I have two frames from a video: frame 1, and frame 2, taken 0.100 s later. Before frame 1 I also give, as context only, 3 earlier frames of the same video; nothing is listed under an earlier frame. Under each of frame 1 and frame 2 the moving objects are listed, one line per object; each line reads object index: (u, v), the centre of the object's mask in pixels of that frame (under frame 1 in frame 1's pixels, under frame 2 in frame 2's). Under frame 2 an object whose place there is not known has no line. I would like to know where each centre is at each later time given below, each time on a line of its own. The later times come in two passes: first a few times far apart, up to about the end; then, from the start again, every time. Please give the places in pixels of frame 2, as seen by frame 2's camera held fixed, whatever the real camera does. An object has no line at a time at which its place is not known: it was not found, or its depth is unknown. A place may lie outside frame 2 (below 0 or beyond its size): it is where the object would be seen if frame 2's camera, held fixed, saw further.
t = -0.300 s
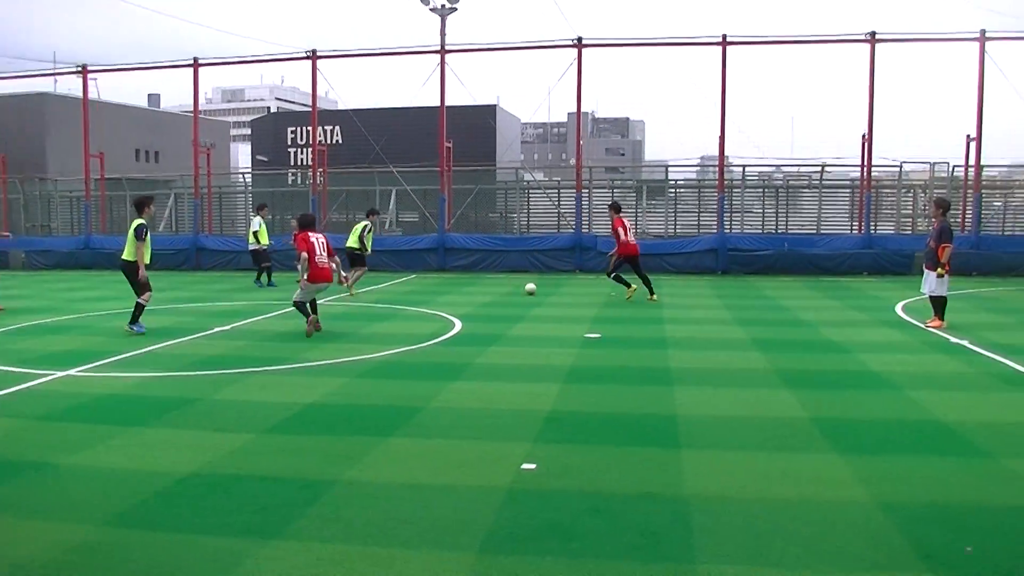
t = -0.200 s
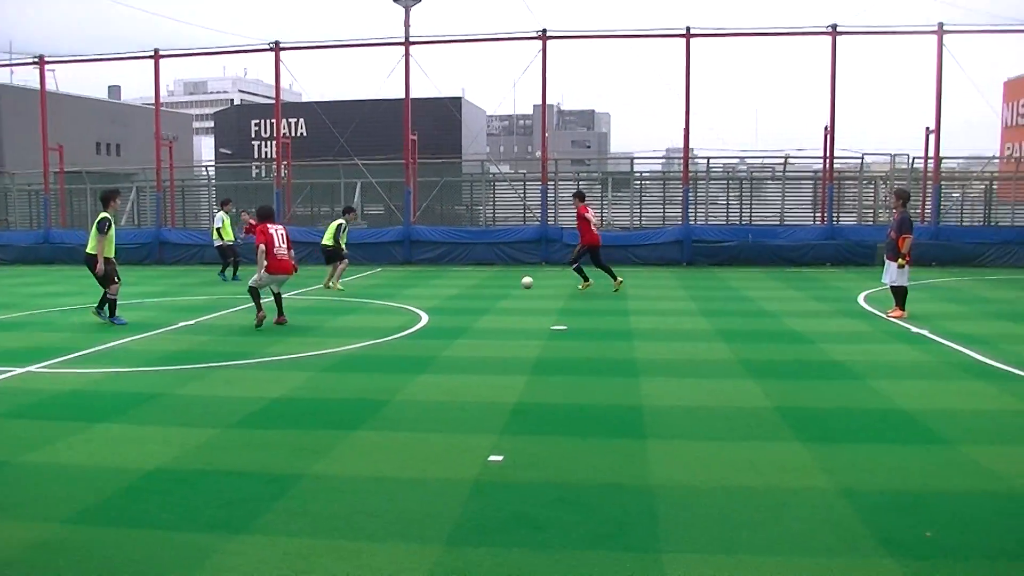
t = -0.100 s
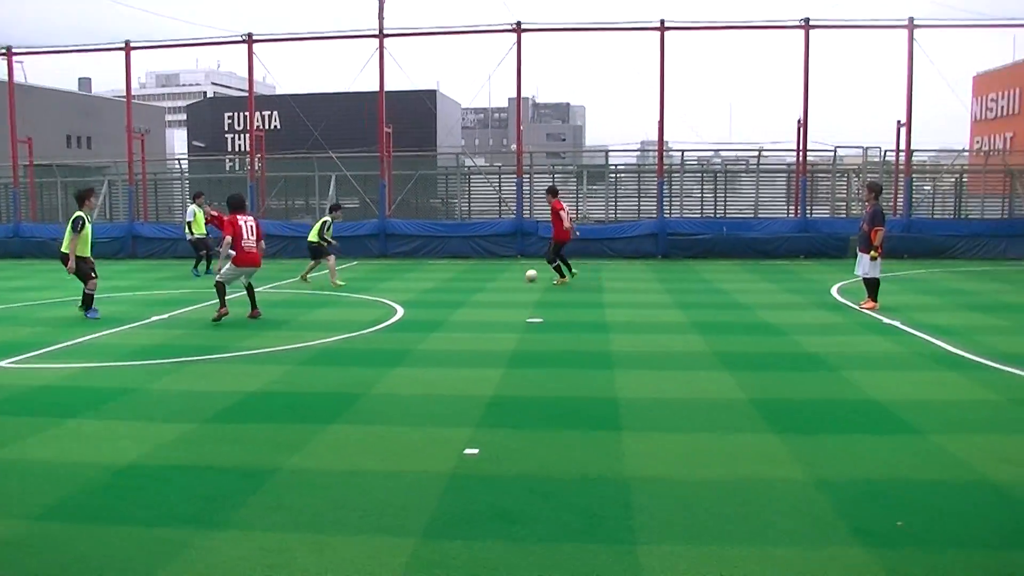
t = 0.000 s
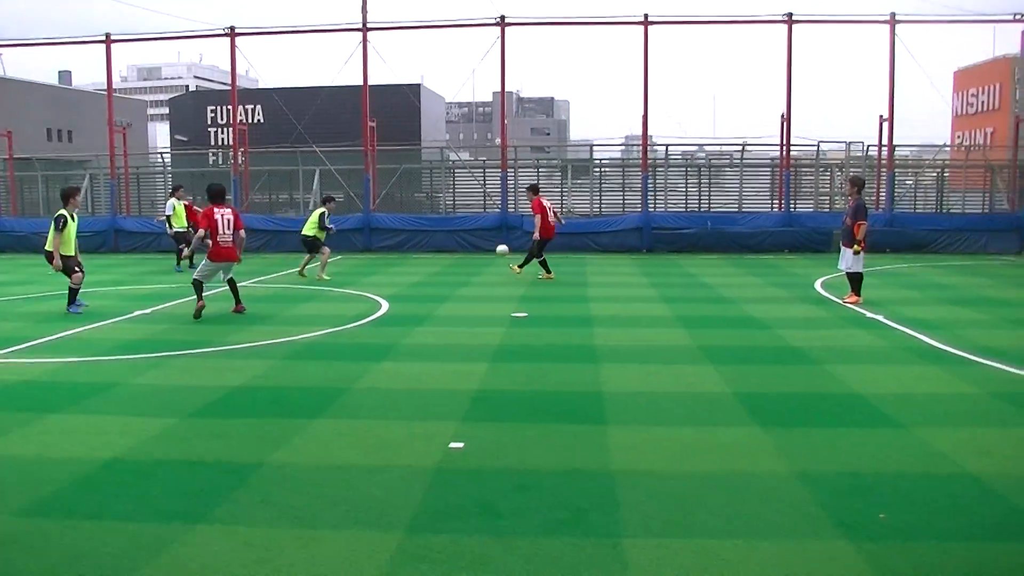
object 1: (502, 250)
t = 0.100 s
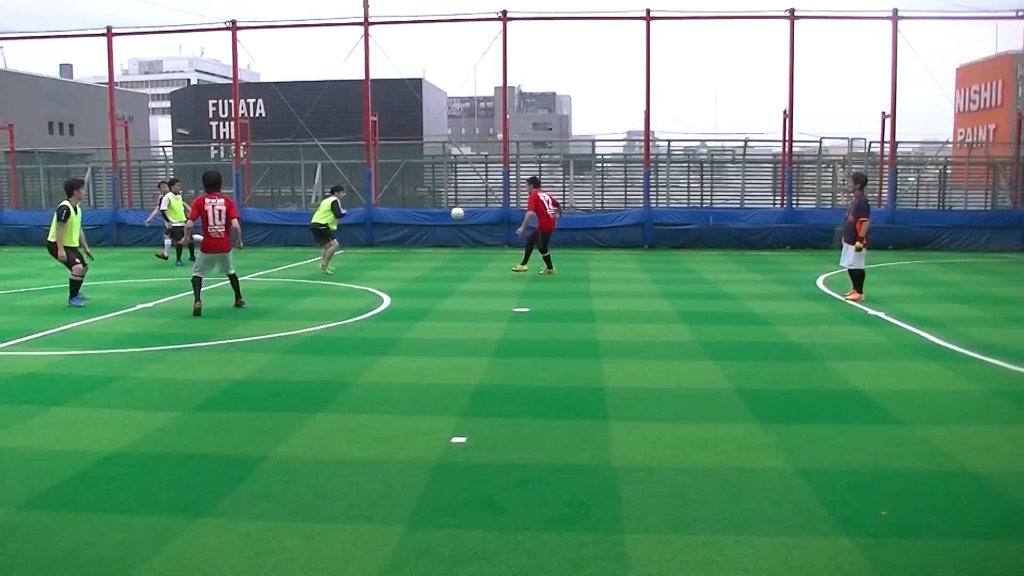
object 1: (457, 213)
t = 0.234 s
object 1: (397, 180)
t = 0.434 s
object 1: (312, 150)
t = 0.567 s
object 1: (258, 143)
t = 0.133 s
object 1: (442, 204)
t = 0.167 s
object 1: (427, 196)
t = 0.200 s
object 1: (412, 187)
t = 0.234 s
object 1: (397, 180)
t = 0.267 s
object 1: (383, 173)
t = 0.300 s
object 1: (368, 168)
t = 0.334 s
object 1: (354, 162)
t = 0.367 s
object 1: (340, 158)
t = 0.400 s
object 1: (326, 153)
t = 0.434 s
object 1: (312, 150)
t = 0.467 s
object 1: (299, 148)
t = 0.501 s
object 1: (285, 145)
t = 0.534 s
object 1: (271, 144)
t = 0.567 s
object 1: (258, 143)
